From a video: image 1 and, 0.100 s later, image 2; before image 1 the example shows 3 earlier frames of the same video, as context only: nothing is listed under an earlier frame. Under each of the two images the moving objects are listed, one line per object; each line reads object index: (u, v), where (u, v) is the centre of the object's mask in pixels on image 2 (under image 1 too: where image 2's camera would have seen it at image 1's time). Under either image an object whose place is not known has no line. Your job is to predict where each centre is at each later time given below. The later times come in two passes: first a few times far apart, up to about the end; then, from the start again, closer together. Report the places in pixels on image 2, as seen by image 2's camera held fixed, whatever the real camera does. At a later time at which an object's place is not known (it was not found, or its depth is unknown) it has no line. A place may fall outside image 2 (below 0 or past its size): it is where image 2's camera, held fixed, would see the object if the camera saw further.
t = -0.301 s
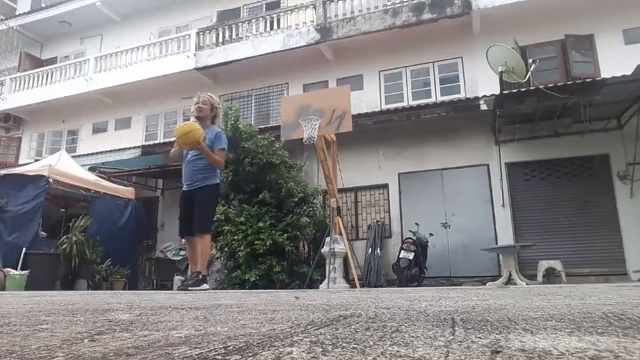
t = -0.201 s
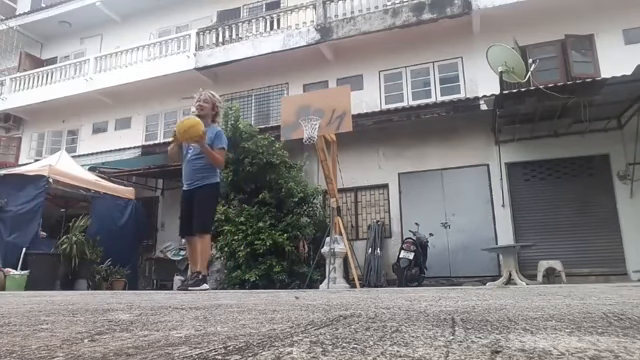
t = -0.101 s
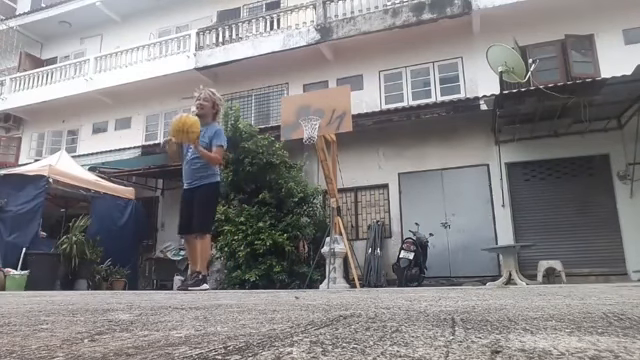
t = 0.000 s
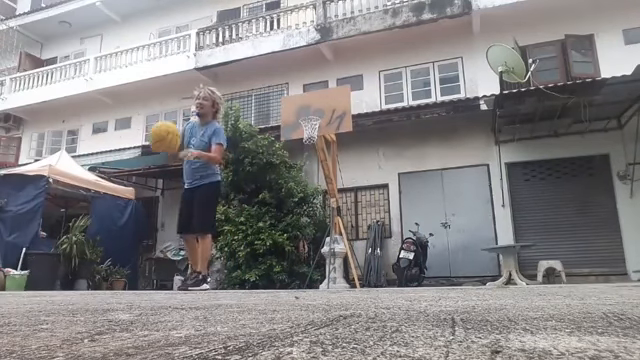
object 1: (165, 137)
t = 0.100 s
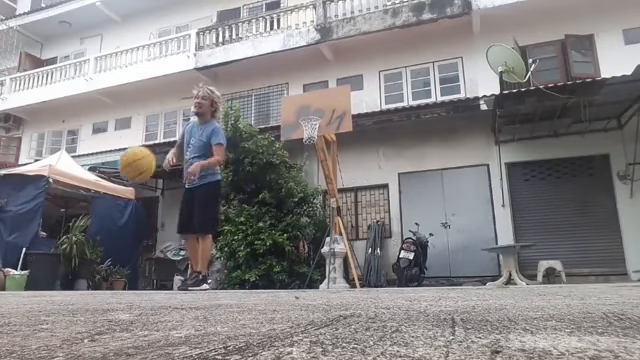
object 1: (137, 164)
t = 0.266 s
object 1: (70, 268)
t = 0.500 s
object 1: (23, 130)
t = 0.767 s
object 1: (7, 100)
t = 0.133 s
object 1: (126, 178)
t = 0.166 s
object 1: (114, 195)
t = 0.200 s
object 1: (101, 215)
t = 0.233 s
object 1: (86, 240)
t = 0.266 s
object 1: (70, 268)
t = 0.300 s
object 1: (62, 258)
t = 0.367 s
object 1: (50, 209)
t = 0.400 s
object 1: (44, 187)
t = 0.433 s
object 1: (37, 168)
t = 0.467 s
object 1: (29, 147)
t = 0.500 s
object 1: (23, 130)
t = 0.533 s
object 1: (18, 115)
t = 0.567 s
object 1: (14, 103)
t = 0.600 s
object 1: (10, 90)
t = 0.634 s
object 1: (9, 84)
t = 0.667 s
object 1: (9, 85)
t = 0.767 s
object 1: (7, 100)
